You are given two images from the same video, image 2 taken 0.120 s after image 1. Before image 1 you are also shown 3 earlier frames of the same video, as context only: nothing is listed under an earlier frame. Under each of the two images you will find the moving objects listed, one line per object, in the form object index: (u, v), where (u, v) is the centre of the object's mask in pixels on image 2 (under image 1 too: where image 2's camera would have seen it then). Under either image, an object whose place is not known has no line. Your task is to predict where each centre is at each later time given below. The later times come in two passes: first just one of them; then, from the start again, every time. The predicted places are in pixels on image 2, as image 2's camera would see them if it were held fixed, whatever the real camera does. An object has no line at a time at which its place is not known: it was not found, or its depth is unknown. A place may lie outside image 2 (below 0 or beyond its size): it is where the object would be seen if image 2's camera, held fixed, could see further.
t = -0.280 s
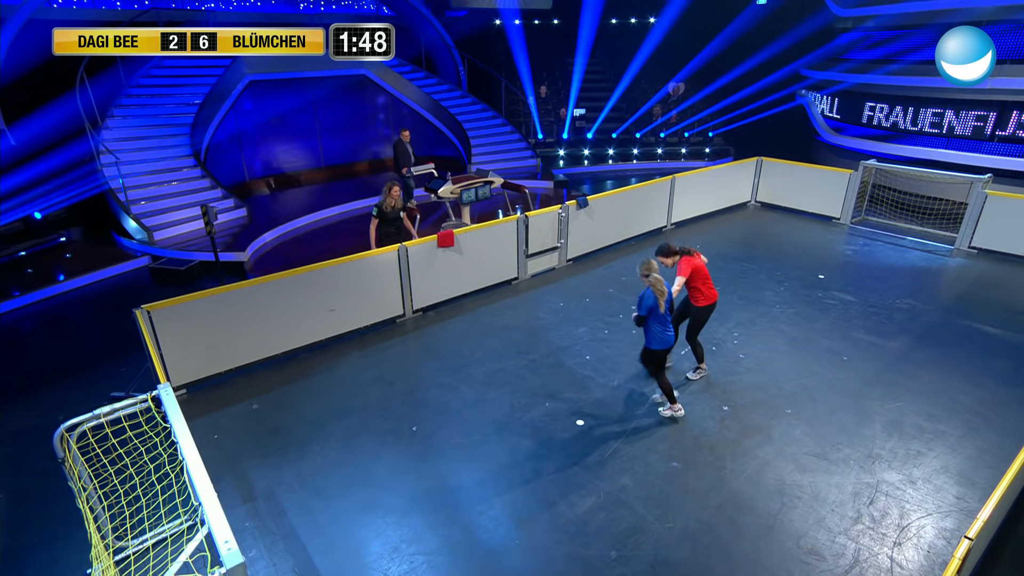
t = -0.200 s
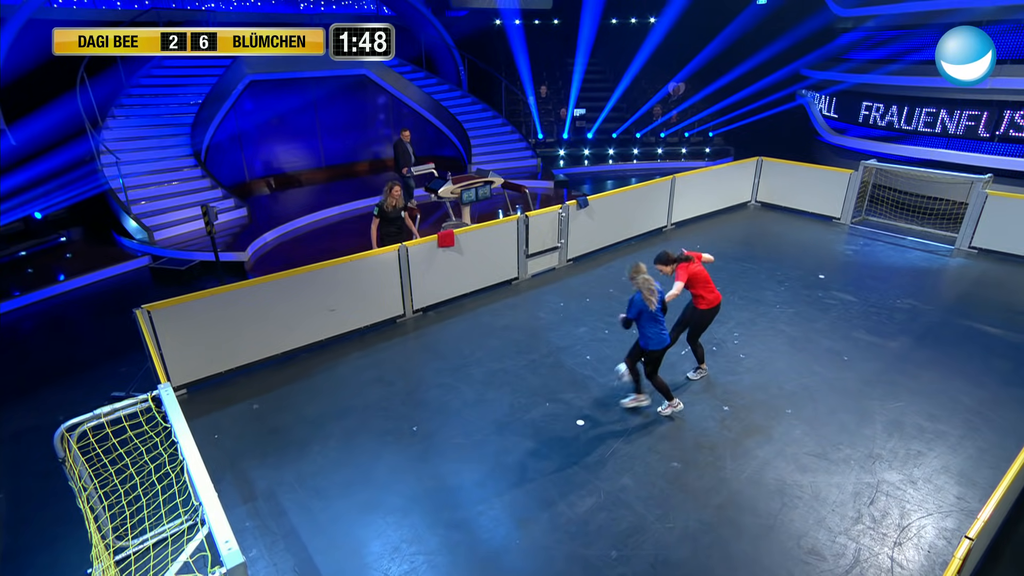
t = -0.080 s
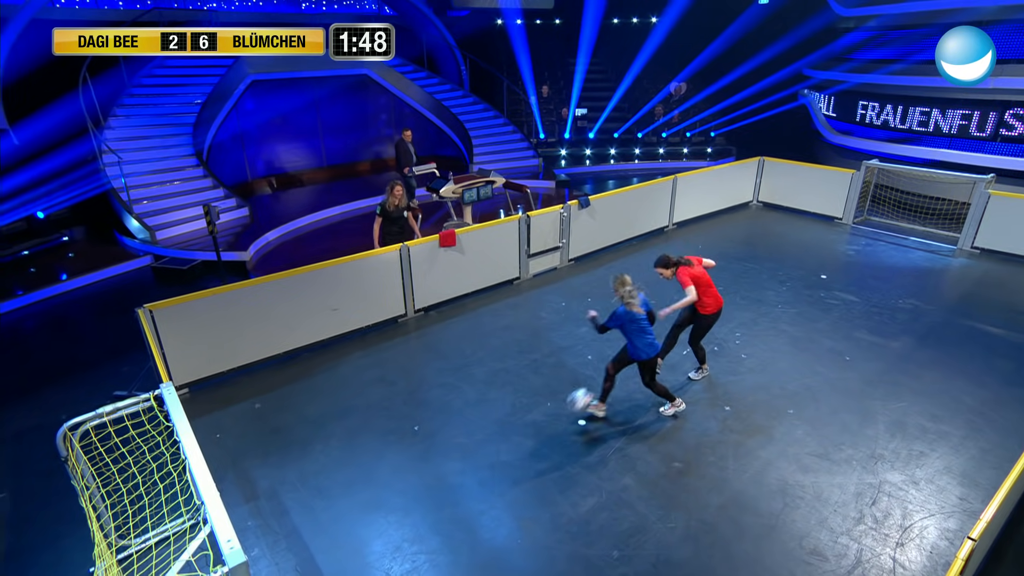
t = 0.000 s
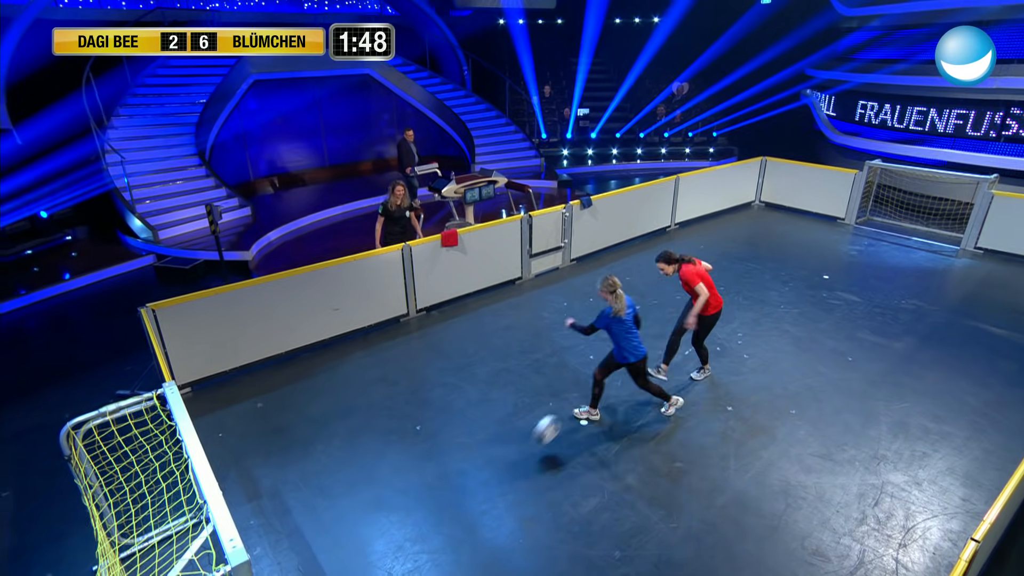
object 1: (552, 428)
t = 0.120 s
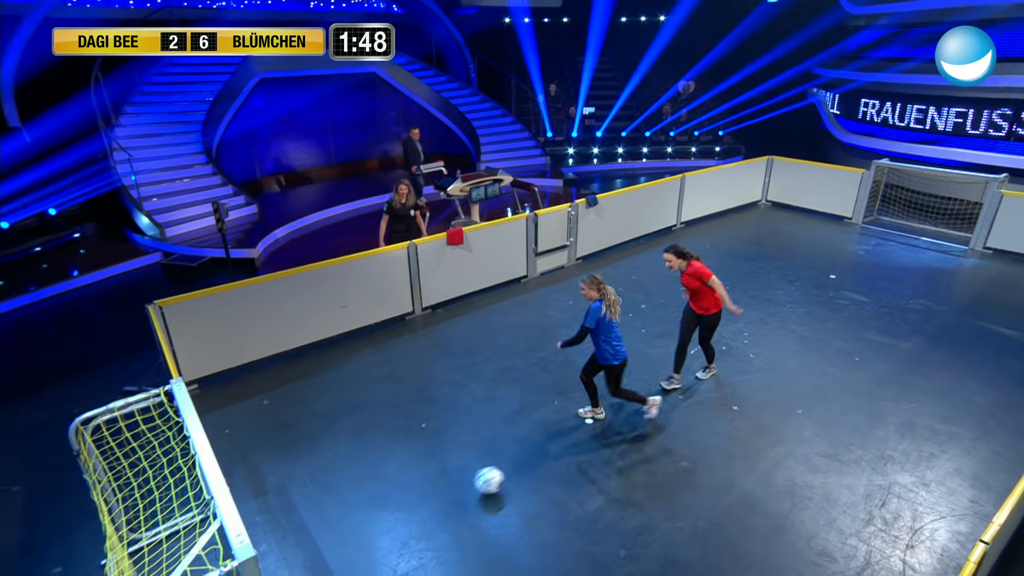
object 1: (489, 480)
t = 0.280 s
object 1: (407, 526)
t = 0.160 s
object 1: (470, 488)
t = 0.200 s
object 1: (451, 499)
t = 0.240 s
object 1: (430, 511)
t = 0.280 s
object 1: (407, 526)
